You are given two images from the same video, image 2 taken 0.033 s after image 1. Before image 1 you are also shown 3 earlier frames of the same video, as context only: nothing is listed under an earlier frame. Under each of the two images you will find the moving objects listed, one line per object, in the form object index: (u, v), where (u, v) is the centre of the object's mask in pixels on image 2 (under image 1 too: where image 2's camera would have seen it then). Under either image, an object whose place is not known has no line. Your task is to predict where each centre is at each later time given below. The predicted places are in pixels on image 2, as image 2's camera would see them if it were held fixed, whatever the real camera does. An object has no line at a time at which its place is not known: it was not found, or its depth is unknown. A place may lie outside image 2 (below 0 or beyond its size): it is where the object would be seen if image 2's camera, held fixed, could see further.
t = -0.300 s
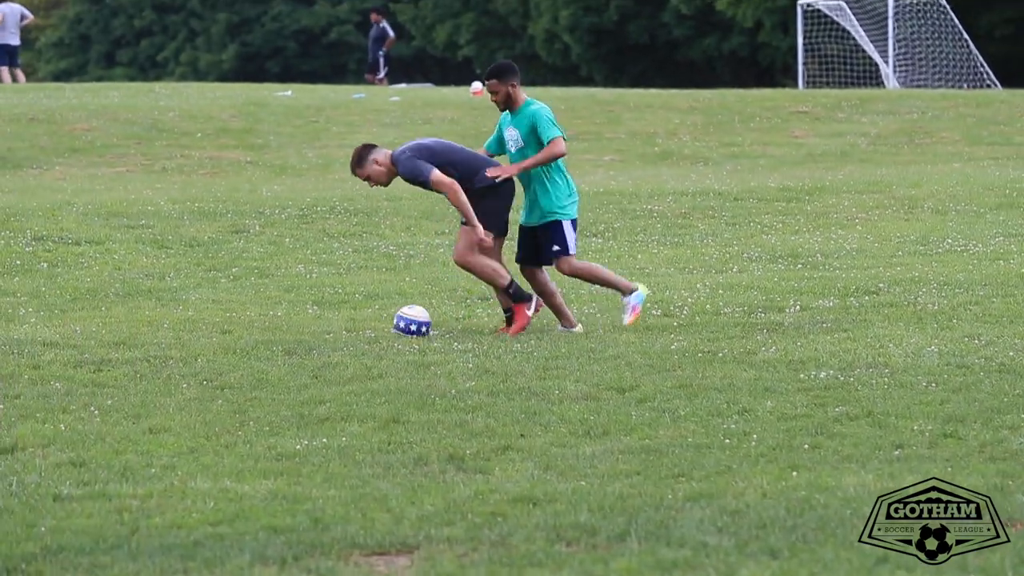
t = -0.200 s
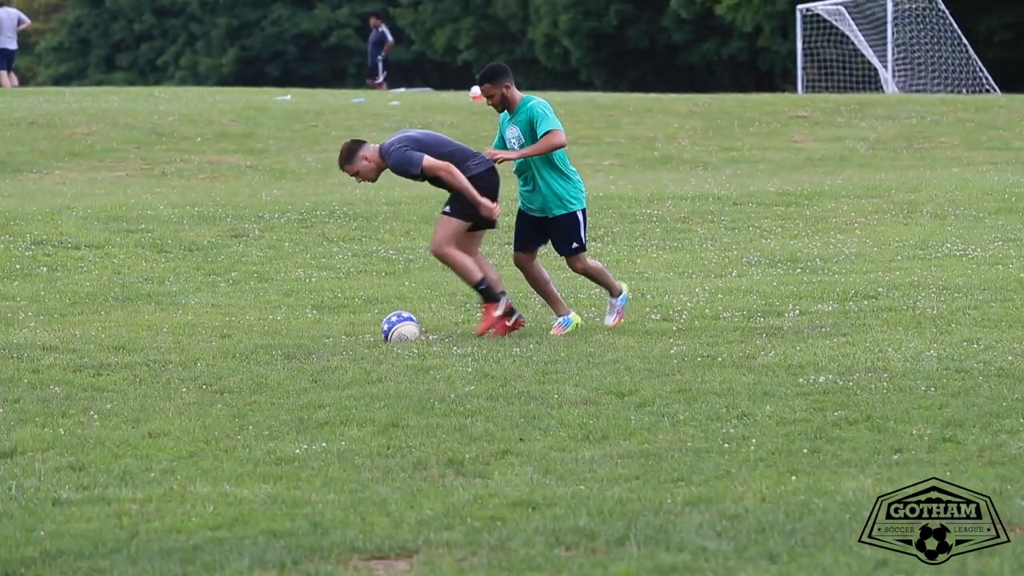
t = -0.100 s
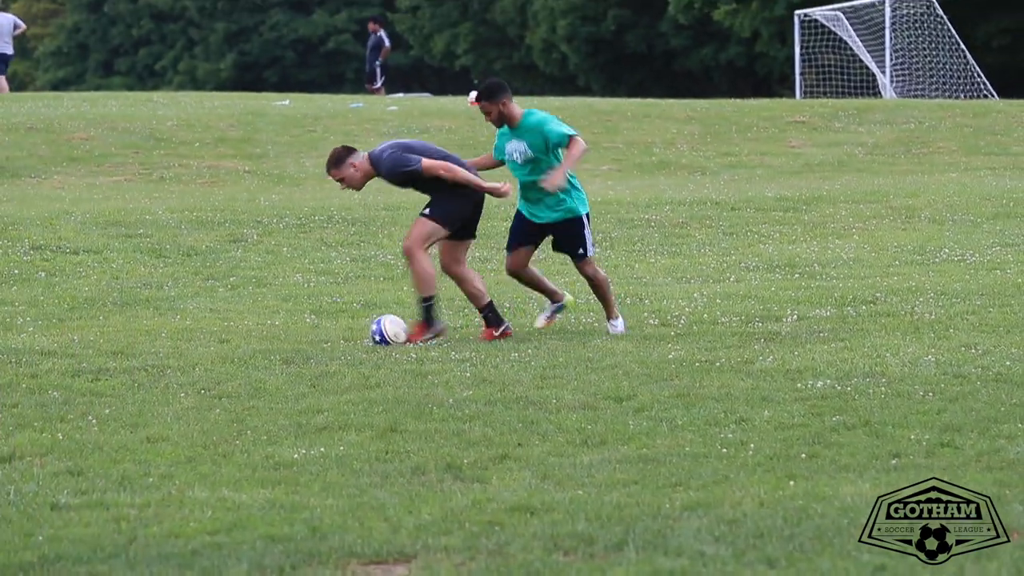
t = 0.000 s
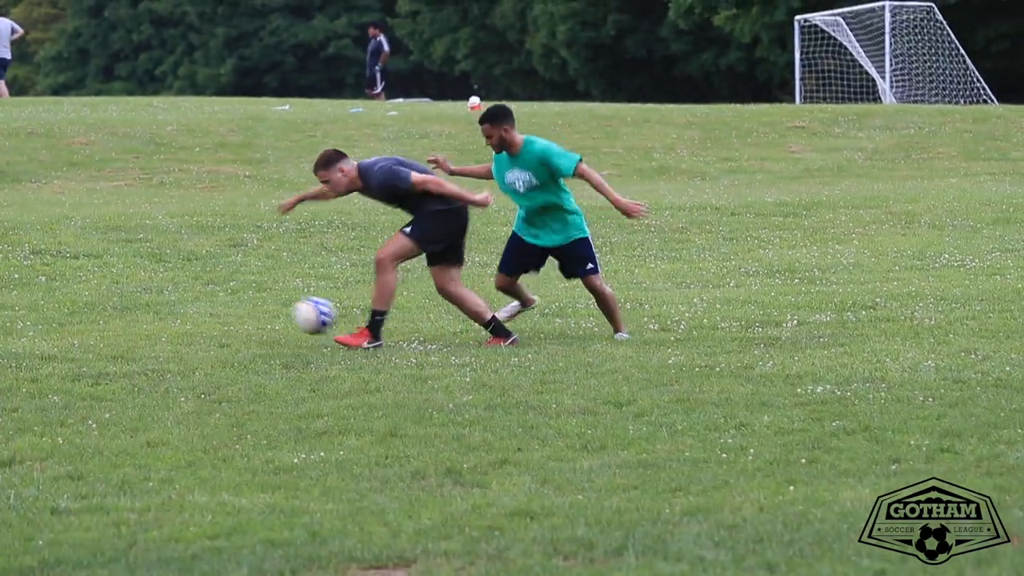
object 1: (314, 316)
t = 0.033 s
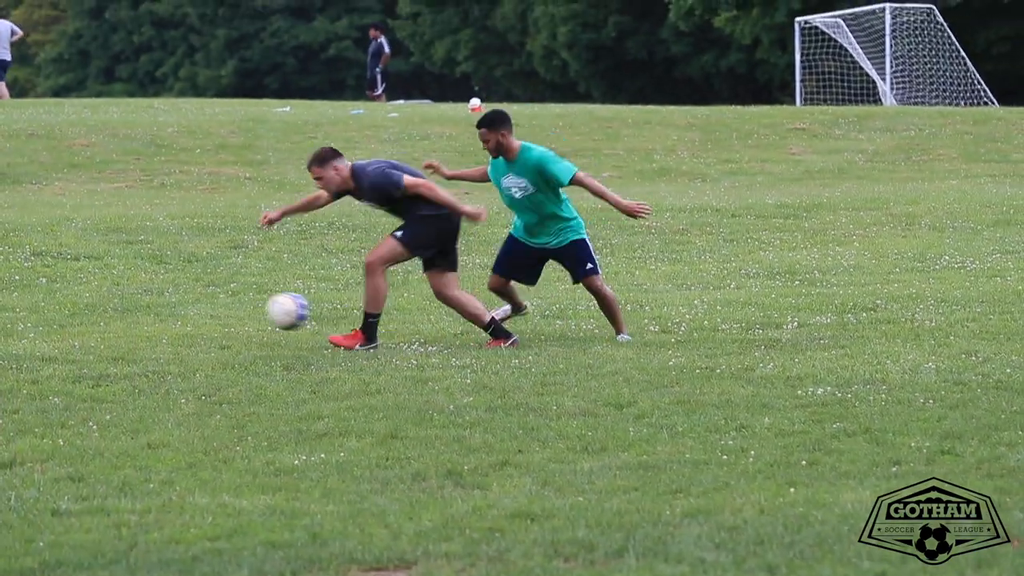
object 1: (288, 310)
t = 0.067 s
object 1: (262, 306)
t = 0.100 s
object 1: (236, 304)
